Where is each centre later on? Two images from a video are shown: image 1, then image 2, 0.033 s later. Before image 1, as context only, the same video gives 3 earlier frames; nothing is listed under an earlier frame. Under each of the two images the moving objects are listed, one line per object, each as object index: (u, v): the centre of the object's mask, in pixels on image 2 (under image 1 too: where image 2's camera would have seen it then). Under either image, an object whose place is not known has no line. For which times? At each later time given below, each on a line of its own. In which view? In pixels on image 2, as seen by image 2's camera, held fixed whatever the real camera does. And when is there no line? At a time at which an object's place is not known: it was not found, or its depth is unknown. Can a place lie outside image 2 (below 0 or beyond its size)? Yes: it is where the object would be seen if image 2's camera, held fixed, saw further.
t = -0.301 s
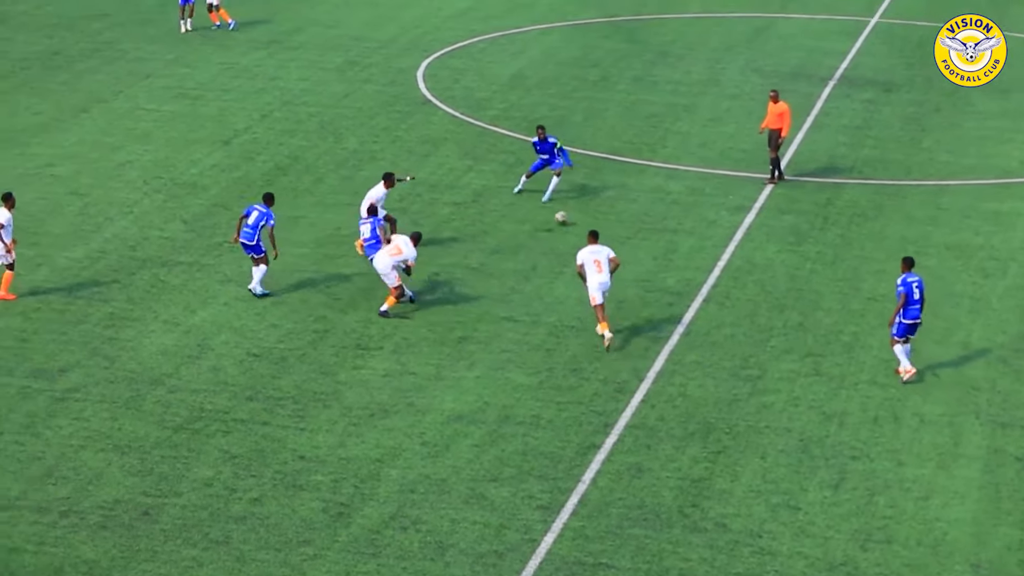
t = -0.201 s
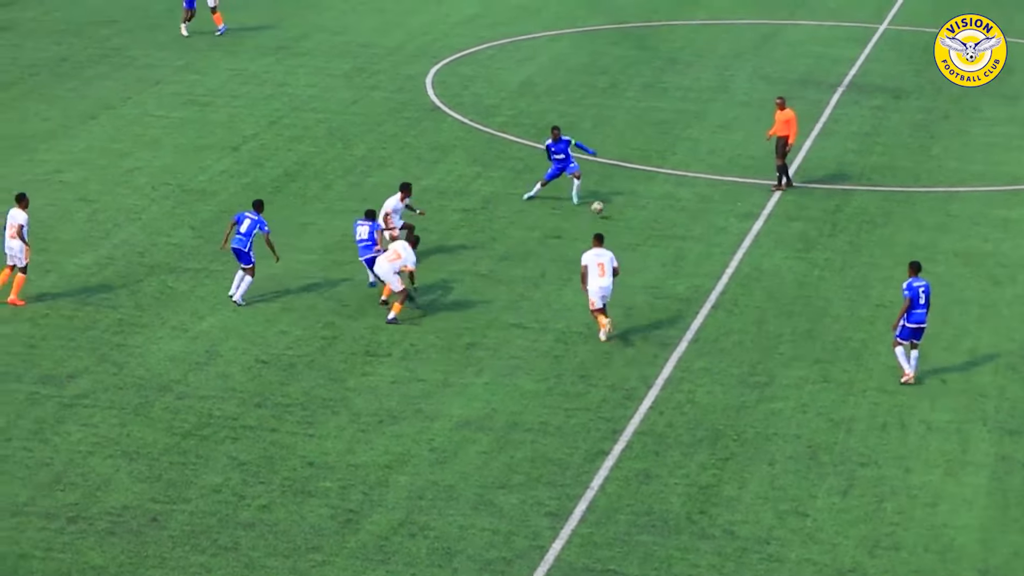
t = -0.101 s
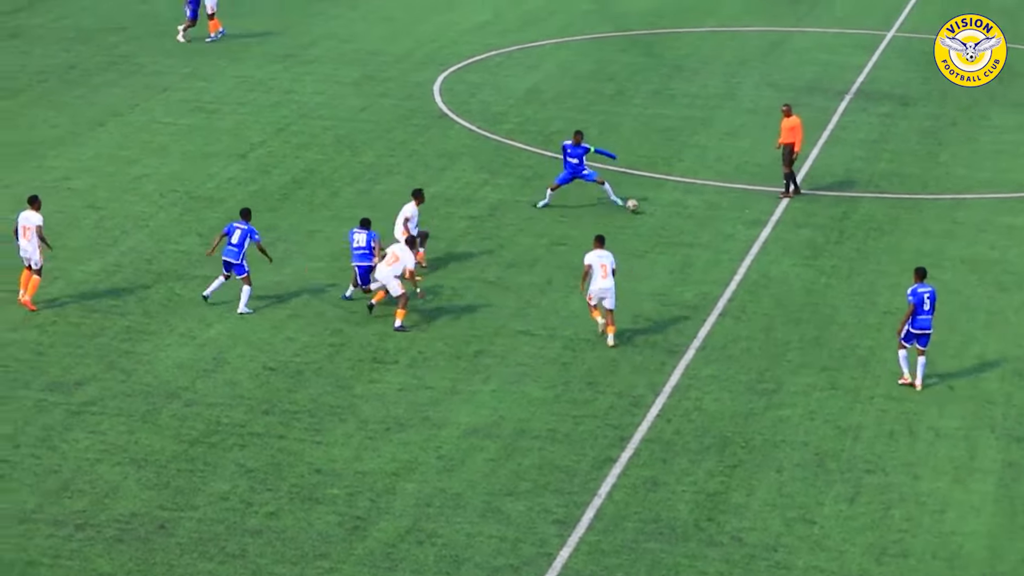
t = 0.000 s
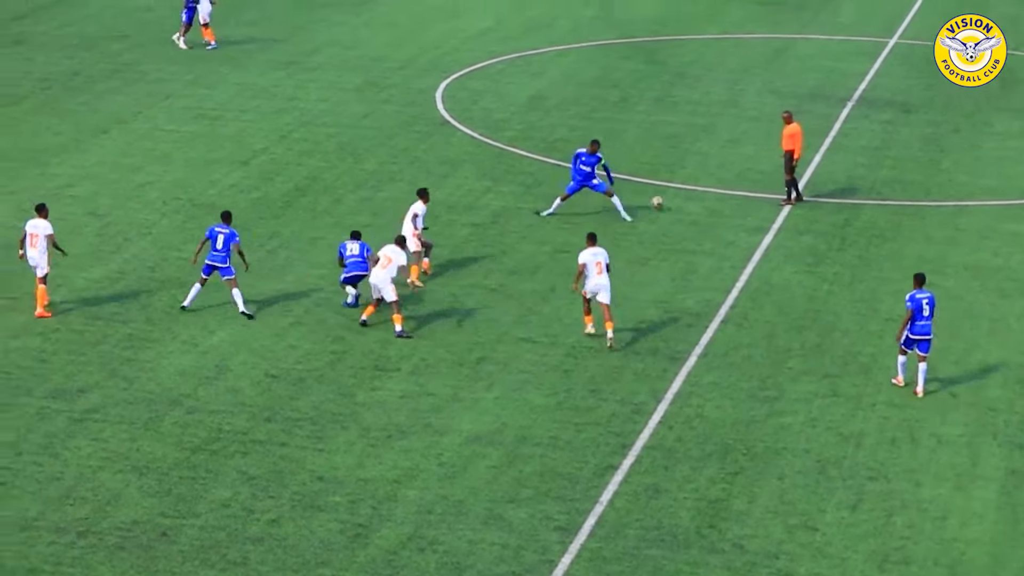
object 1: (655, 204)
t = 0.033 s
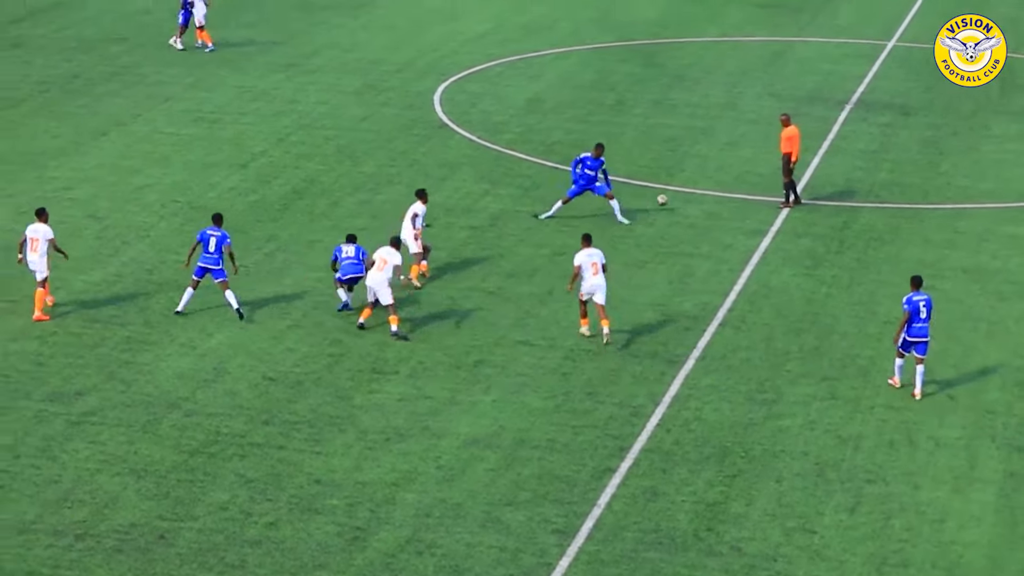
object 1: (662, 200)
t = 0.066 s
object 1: (668, 196)
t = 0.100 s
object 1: (673, 194)
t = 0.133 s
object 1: (679, 191)
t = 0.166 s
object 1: (684, 190)
